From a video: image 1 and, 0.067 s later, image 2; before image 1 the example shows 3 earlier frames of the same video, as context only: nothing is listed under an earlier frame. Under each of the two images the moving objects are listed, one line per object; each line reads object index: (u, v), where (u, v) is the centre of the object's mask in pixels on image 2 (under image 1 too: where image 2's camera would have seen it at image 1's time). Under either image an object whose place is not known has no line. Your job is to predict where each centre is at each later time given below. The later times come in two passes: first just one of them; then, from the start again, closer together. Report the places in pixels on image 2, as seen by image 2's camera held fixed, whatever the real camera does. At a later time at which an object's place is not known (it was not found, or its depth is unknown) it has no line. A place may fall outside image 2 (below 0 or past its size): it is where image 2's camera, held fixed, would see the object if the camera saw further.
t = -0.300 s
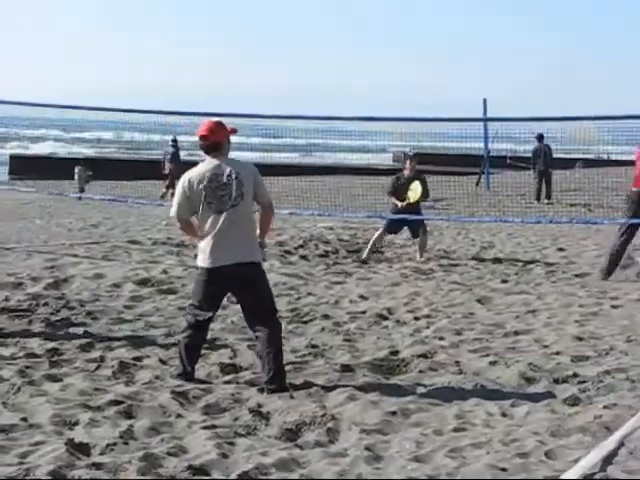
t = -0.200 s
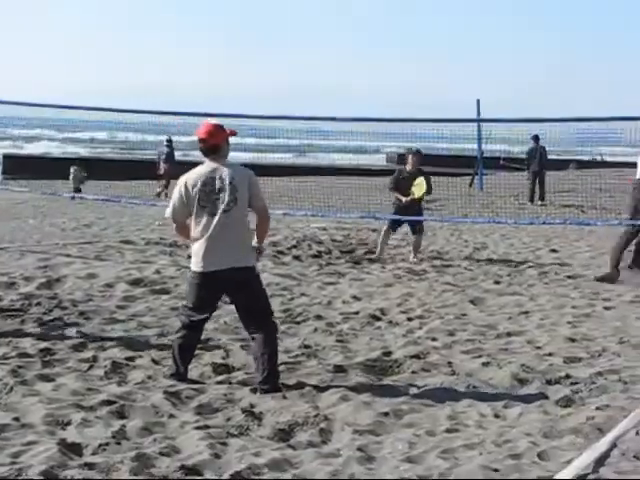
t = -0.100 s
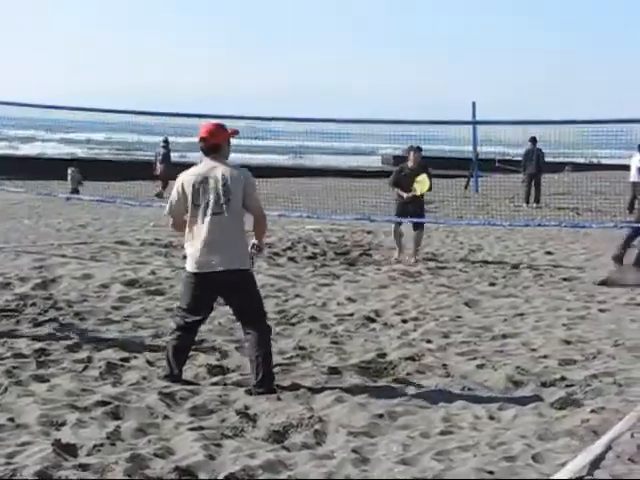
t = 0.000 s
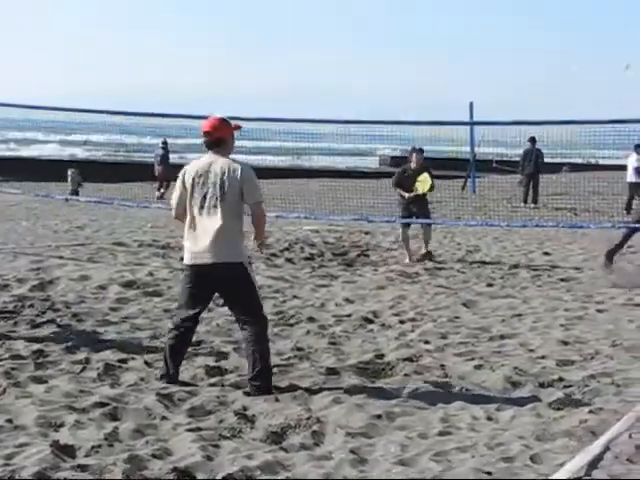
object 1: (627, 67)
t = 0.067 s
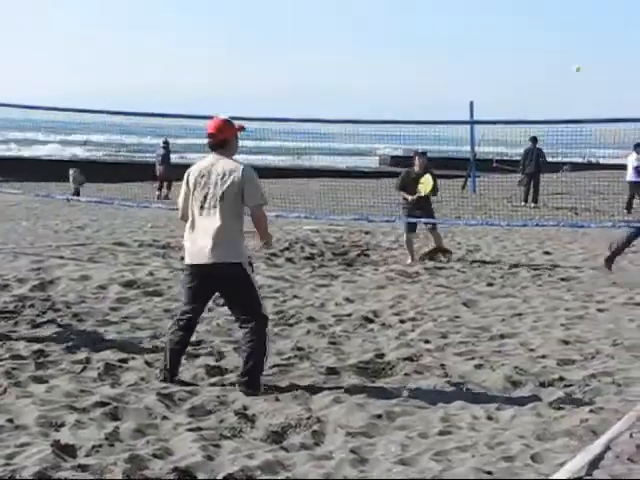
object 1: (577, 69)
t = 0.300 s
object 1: (381, 124)
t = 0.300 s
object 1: (381, 124)
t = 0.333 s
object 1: (351, 137)
